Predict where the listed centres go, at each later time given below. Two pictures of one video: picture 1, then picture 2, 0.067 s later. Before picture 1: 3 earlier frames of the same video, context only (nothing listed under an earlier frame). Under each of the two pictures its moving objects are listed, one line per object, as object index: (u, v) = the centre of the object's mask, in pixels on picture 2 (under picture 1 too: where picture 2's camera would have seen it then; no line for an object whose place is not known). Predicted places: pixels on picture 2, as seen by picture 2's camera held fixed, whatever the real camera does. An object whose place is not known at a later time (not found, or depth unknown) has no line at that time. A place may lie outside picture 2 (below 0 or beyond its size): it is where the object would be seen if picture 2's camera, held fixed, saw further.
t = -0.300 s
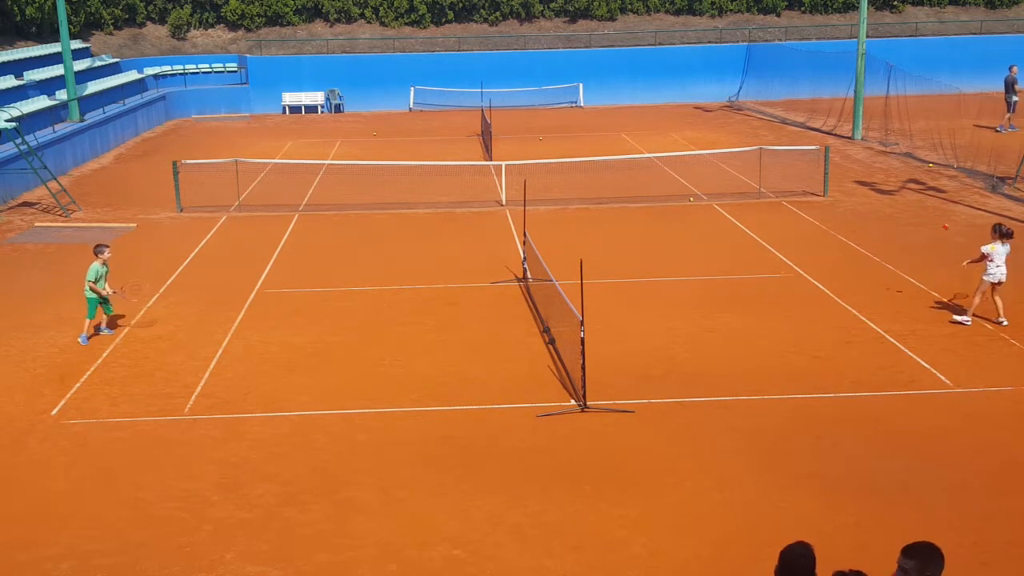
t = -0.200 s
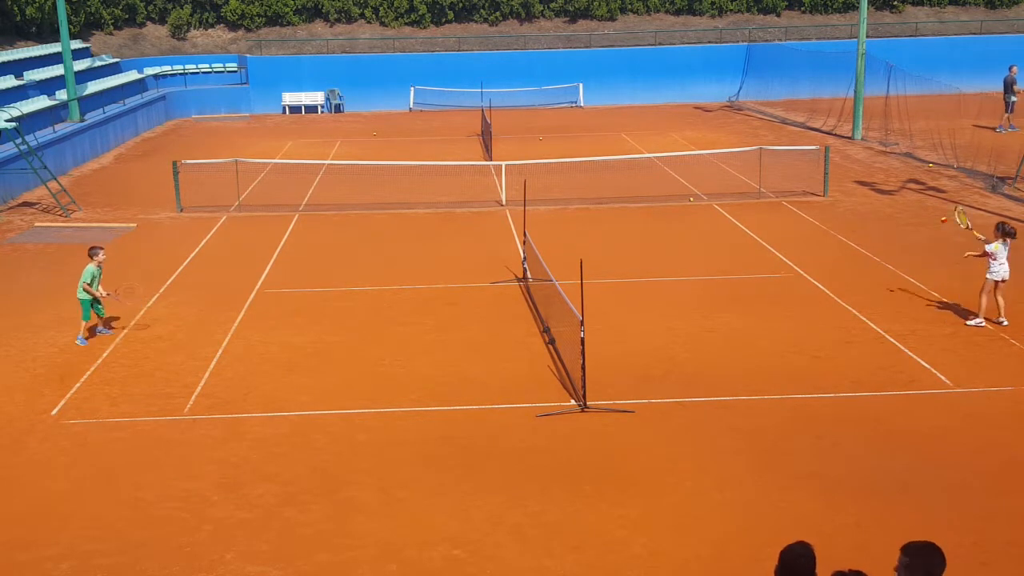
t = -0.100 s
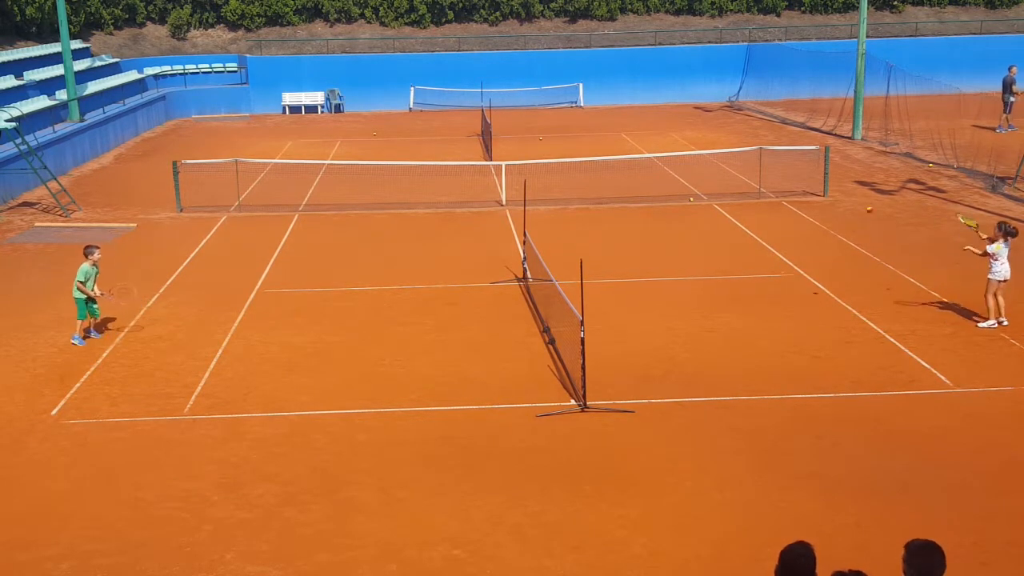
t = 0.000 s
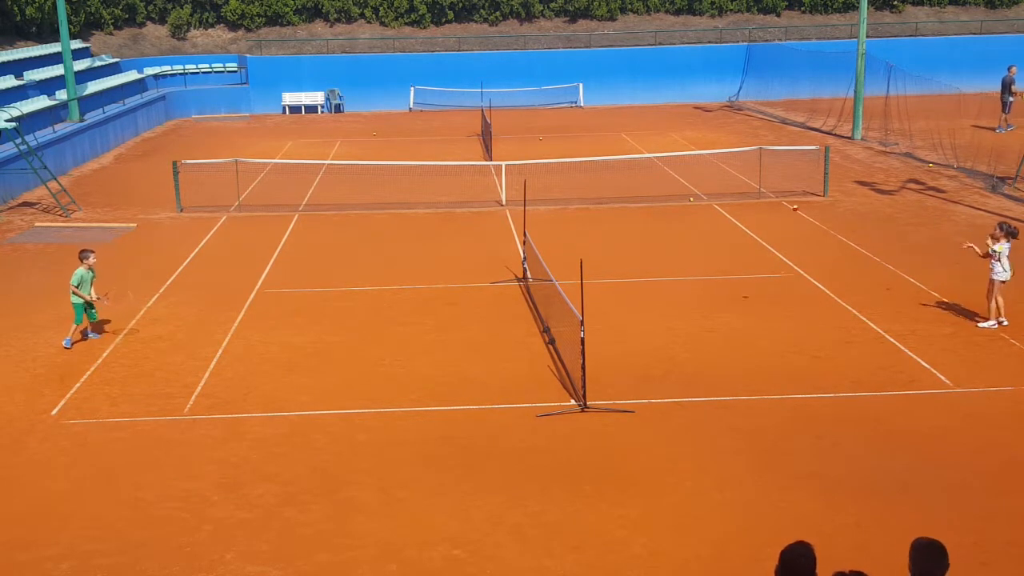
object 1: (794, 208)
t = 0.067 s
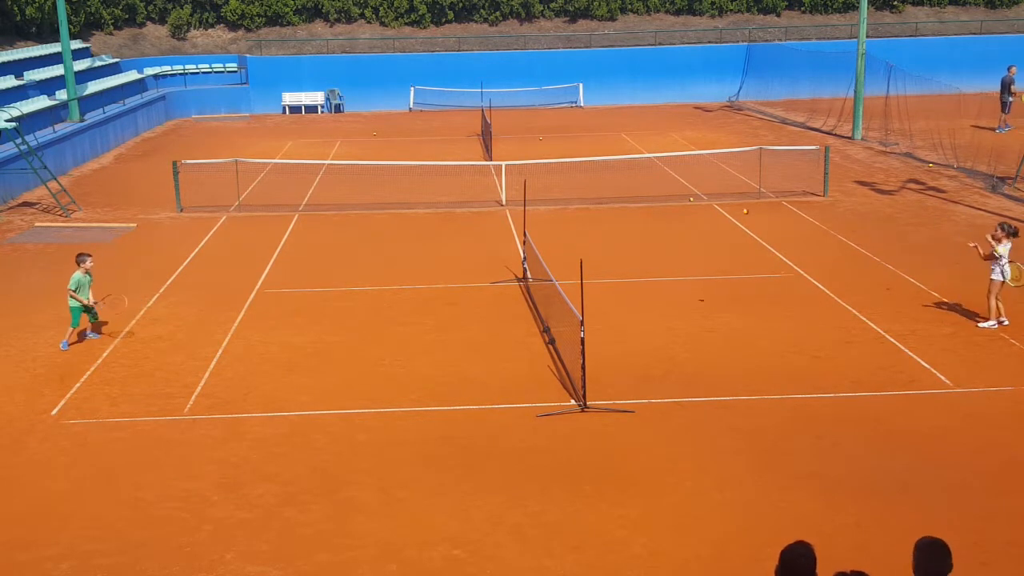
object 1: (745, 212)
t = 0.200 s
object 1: (649, 228)
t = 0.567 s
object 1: (398, 348)
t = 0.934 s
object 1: (249, 290)
